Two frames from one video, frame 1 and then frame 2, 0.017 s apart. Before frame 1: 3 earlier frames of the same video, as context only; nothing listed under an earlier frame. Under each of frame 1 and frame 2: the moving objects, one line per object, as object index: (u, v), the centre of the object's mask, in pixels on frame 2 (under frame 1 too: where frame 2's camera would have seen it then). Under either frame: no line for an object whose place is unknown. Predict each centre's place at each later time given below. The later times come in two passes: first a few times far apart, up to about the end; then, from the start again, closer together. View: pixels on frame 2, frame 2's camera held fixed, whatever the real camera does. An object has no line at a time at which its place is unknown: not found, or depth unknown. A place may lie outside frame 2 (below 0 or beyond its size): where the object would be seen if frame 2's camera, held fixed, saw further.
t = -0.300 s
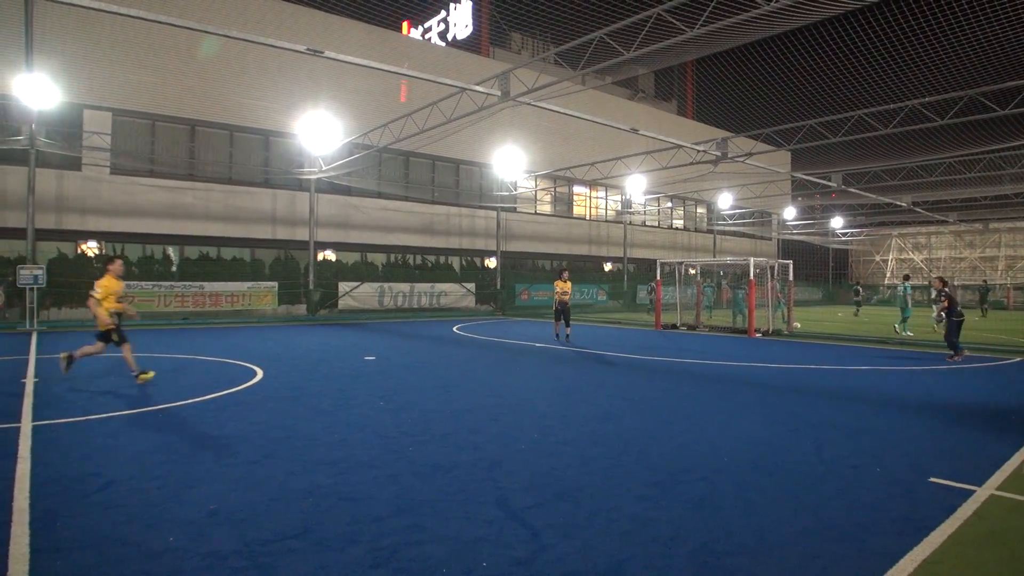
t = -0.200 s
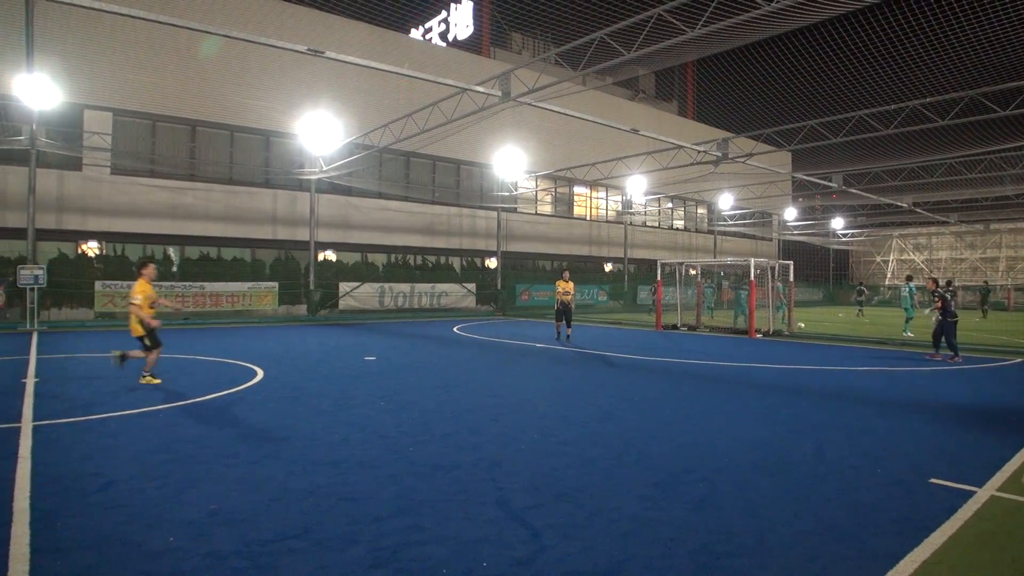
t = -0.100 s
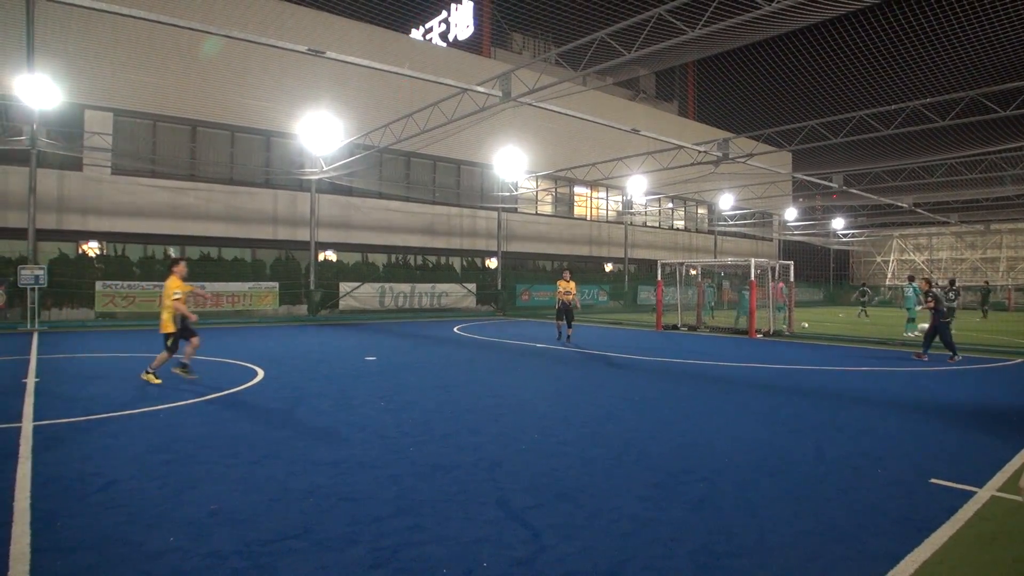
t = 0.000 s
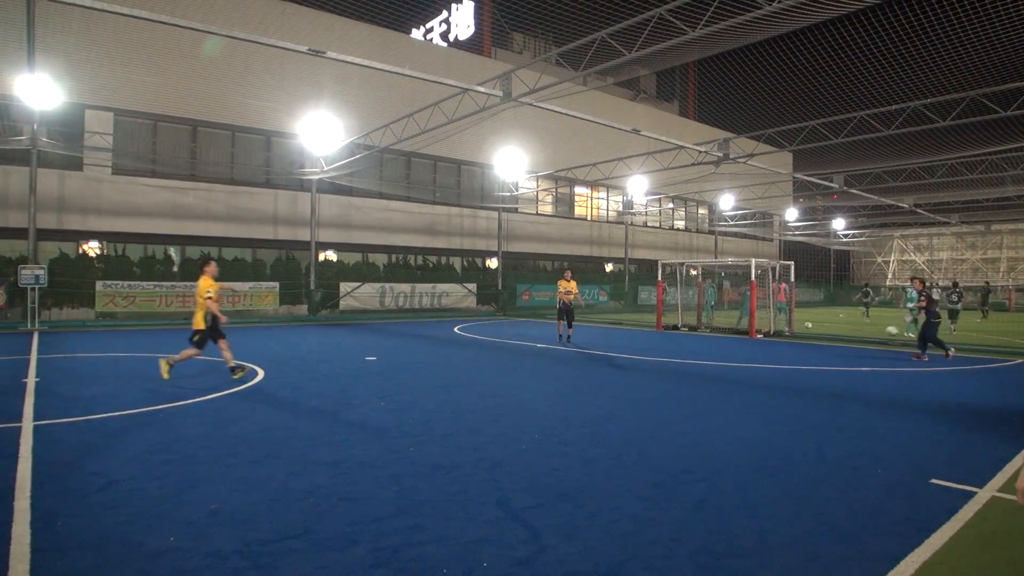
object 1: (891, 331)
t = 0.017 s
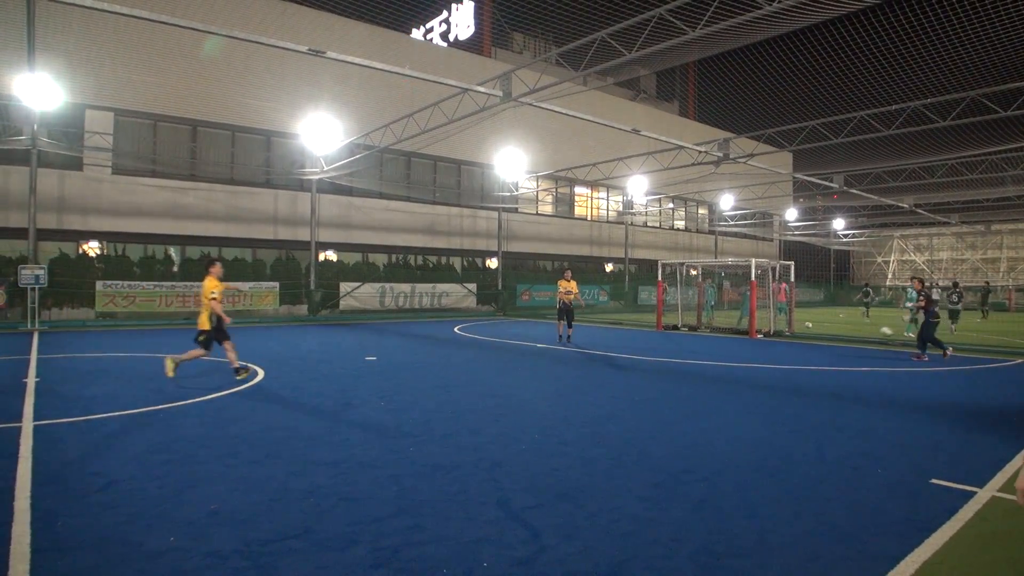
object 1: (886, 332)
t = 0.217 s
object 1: (821, 351)
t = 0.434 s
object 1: (772, 342)
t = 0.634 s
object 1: (728, 349)
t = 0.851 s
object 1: (681, 349)
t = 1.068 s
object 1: (632, 349)
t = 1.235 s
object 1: (596, 348)
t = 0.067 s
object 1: (870, 334)
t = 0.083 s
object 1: (865, 335)
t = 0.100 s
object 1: (860, 337)
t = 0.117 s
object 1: (854, 339)
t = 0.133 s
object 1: (849, 340)
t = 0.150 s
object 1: (843, 341)
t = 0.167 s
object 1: (838, 344)
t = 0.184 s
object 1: (832, 346)
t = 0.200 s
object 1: (827, 348)
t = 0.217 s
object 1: (821, 351)
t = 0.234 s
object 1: (816, 351)
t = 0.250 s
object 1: (813, 350)
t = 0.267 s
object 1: (809, 349)
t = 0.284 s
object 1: (806, 347)
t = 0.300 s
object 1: (802, 346)
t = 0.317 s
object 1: (798, 345)
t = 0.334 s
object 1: (795, 344)
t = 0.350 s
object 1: (791, 343)
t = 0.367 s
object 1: (787, 343)
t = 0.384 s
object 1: (783, 342)
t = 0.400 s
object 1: (780, 342)
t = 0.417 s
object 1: (776, 342)
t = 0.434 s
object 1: (772, 342)
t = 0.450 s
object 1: (769, 342)
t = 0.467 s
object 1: (765, 342)
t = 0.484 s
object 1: (761, 342)
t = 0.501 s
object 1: (758, 343)
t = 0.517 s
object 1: (754, 344)
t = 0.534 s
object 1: (750, 345)
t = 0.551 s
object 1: (747, 346)
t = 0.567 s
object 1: (743, 347)
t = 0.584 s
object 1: (739, 348)
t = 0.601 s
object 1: (736, 350)
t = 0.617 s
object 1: (732, 350)
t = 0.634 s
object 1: (728, 349)
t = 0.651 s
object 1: (725, 348)
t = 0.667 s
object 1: (721, 348)
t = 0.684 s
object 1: (718, 345)
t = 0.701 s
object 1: (714, 346)
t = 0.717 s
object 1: (710, 346)
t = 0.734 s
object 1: (707, 346)
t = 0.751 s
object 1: (703, 346)
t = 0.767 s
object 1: (699, 346)
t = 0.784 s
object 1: (695, 346)
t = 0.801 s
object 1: (692, 347)
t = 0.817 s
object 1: (688, 347)
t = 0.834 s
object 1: (685, 348)
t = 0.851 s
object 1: (681, 349)
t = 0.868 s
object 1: (677, 350)
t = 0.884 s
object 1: (673, 349)
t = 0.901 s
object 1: (670, 349)
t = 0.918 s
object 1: (666, 349)
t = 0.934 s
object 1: (662, 349)
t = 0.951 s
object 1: (659, 349)
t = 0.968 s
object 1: (655, 349)
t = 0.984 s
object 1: (651, 349)
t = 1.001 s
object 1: (647, 349)
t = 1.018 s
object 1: (643, 349)
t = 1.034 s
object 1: (640, 349)
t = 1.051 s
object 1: (636, 349)
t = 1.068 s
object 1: (632, 349)
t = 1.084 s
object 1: (629, 349)
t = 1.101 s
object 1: (625, 349)
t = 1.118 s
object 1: (621, 349)
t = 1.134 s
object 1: (618, 349)
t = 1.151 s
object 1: (614, 349)
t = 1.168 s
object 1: (610, 349)
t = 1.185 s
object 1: (606, 349)
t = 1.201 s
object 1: (603, 349)
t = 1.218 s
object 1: (599, 349)
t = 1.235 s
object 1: (596, 348)
